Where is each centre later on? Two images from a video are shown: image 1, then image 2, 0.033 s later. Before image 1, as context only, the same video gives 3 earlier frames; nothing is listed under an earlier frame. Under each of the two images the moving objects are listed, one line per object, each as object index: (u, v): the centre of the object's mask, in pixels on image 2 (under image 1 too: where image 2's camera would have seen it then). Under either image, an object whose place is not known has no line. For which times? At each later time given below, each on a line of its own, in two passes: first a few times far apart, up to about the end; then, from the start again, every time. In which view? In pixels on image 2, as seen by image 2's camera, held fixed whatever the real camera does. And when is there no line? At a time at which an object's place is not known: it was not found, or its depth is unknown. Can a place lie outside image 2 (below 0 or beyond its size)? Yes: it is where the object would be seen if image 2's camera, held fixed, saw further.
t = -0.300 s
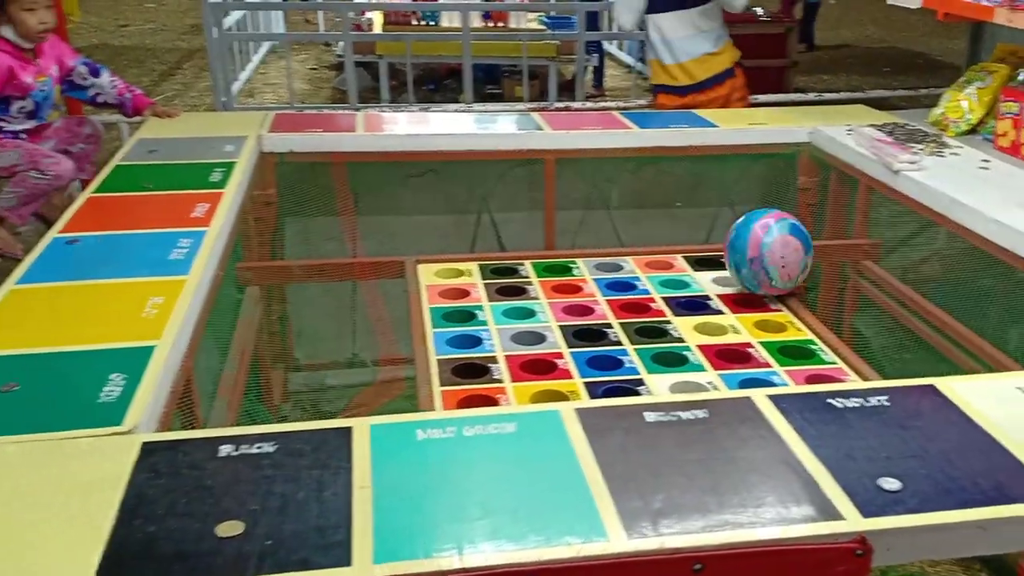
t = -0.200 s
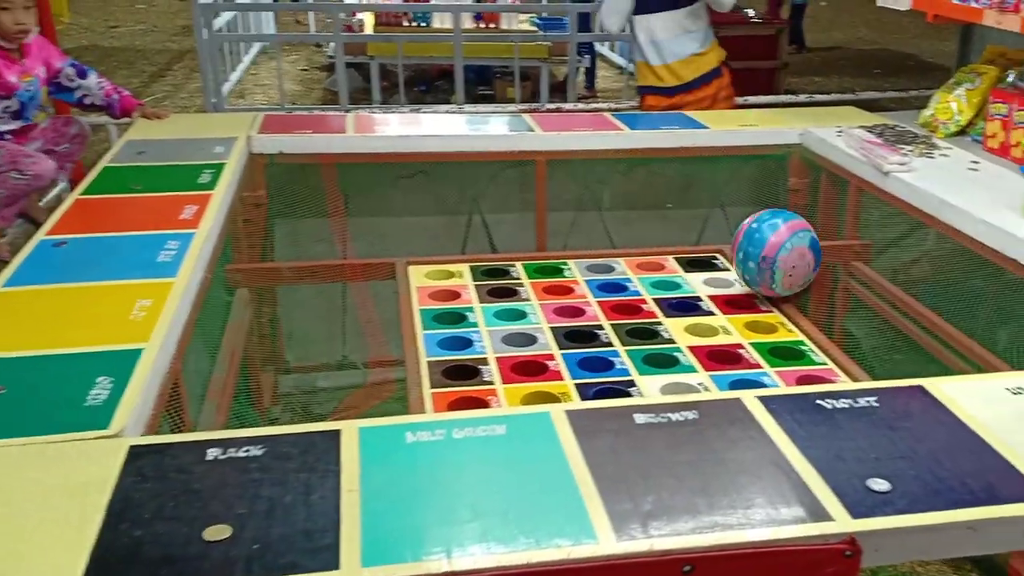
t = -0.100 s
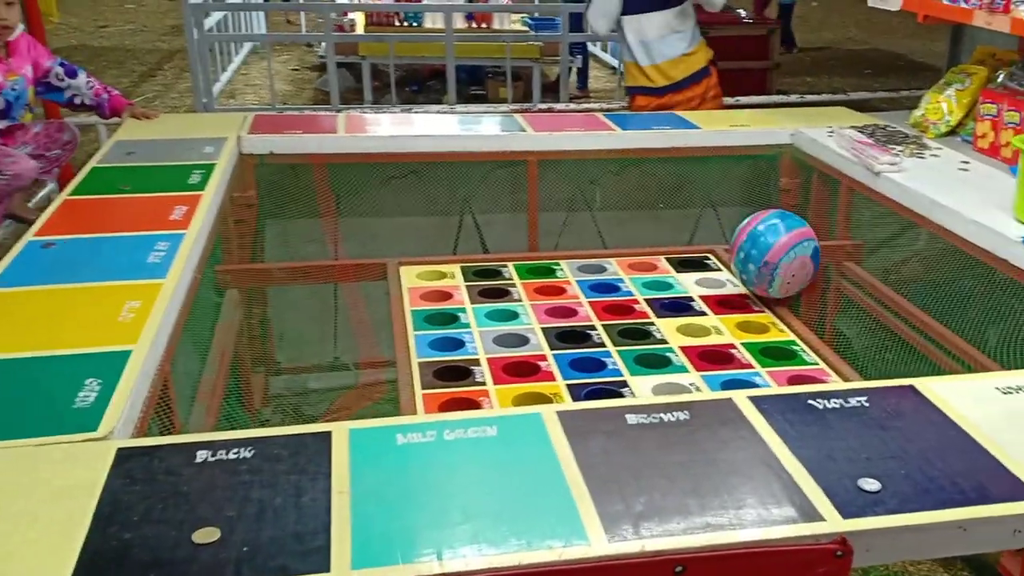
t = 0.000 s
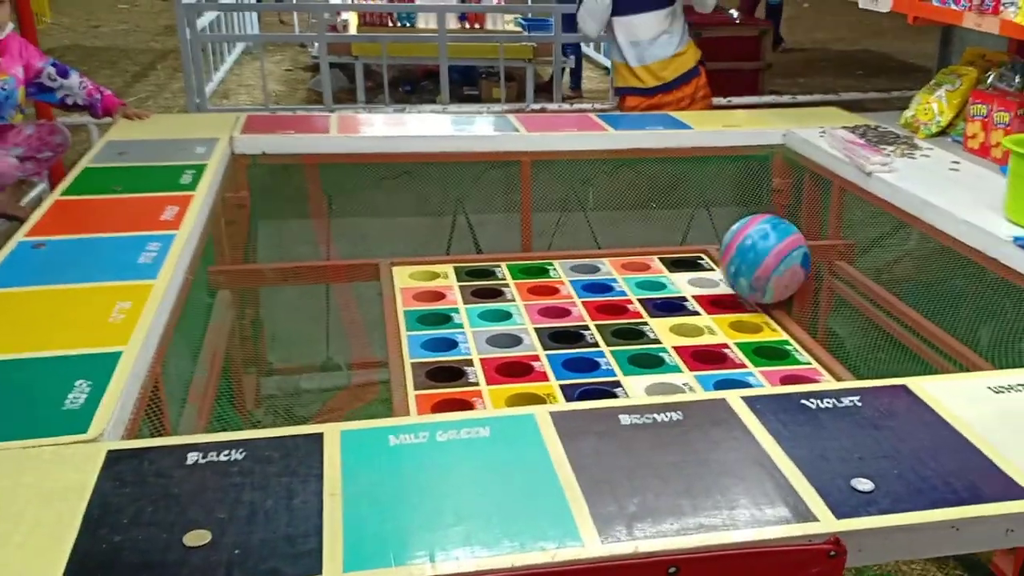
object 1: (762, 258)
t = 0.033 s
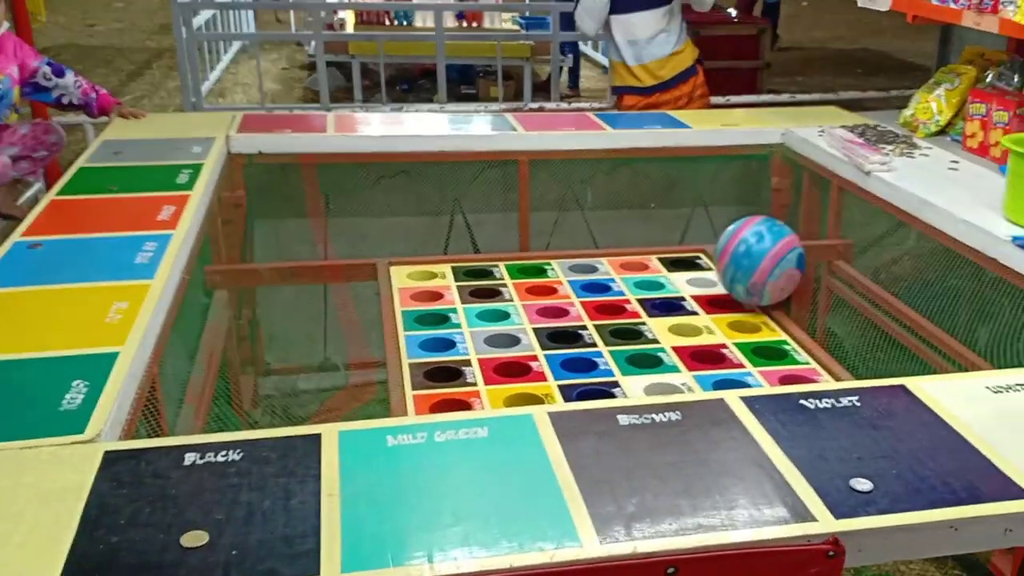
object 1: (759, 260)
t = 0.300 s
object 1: (713, 273)
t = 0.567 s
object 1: (666, 279)
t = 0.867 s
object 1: (619, 287)
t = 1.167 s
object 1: (580, 295)
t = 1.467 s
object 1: (536, 300)
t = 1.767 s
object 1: (481, 303)
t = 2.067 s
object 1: (426, 305)
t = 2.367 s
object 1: (423, 302)
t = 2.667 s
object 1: (466, 292)
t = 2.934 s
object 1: (497, 287)
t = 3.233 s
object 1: (526, 281)
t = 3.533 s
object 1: (548, 279)
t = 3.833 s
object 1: (570, 280)
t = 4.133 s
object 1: (593, 281)
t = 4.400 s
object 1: (614, 285)
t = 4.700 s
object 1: (640, 296)
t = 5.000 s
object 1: (667, 310)
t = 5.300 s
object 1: (698, 323)
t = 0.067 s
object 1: (755, 263)
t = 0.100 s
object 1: (750, 266)
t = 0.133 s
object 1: (744, 268)
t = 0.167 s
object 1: (737, 268)
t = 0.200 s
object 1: (731, 269)
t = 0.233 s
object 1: (725, 271)
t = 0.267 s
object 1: (719, 272)
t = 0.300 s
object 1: (713, 273)
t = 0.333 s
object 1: (707, 274)
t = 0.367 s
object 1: (701, 275)
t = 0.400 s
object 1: (694, 276)
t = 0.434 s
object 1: (689, 276)
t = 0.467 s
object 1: (683, 277)
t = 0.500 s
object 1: (677, 278)
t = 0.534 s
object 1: (671, 278)
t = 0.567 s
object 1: (666, 279)
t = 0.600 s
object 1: (660, 280)
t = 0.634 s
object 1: (655, 281)
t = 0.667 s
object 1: (649, 281)
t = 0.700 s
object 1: (644, 282)
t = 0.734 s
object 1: (639, 283)
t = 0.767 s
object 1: (634, 283)
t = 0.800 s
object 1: (629, 285)
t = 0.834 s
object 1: (623, 286)
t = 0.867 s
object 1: (619, 287)
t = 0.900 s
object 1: (614, 287)
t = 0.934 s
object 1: (610, 288)
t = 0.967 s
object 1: (606, 289)
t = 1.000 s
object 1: (601, 290)
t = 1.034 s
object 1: (597, 292)
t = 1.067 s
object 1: (593, 293)
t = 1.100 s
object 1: (589, 293)
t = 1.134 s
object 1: (585, 294)
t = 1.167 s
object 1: (580, 295)
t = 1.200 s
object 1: (576, 296)
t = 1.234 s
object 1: (572, 297)
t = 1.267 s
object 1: (567, 298)
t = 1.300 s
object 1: (562, 298)
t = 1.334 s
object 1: (557, 298)
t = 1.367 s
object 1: (551, 299)
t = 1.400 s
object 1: (546, 300)
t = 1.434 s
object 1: (541, 300)
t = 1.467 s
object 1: (536, 300)
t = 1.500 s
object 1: (530, 300)
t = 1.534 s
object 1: (524, 301)
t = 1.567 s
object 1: (518, 301)
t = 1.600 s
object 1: (512, 302)
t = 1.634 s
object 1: (506, 303)
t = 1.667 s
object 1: (500, 303)
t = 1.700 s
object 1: (494, 303)
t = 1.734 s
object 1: (487, 303)
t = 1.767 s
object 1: (481, 303)
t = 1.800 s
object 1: (475, 303)
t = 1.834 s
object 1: (469, 303)
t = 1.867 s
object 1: (463, 304)
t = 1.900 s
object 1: (457, 304)
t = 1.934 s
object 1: (451, 304)
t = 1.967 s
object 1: (444, 306)
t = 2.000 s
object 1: (438, 306)
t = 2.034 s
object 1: (432, 306)
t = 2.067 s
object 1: (426, 305)
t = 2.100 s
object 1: (420, 304)
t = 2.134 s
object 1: (416, 303)
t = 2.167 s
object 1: (413, 302)
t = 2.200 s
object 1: (412, 301)
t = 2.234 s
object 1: (412, 300)
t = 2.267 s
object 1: (413, 300)
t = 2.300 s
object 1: (415, 300)
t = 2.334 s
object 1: (418, 301)
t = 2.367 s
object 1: (423, 302)
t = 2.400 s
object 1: (429, 302)
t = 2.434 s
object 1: (435, 303)
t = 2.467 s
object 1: (440, 302)
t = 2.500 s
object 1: (445, 299)
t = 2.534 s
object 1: (449, 297)
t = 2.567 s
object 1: (453, 296)
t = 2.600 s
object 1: (457, 295)
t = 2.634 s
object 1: (461, 294)
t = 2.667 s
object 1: (466, 292)
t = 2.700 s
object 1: (469, 291)
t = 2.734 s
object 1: (474, 291)
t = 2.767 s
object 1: (477, 290)
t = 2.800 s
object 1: (482, 289)
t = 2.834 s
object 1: (486, 288)
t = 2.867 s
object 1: (490, 288)
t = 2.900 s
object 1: (494, 287)
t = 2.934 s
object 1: (497, 287)
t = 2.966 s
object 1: (500, 286)
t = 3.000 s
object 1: (504, 285)
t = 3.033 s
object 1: (508, 284)
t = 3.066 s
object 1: (512, 284)
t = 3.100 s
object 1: (515, 283)
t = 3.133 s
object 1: (518, 282)
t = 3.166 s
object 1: (521, 282)
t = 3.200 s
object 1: (524, 282)
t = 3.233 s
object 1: (526, 281)
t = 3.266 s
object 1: (529, 281)
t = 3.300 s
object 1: (531, 280)
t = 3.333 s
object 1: (534, 280)
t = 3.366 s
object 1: (536, 280)
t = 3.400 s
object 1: (539, 280)
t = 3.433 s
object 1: (541, 280)
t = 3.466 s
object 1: (544, 280)
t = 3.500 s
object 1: (546, 279)
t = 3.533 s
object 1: (548, 279)
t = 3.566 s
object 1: (550, 280)
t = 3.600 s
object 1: (553, 279)
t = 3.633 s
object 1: (555, 279)
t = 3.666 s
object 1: (557, 280)
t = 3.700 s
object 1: (559, 280)
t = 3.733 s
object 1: (562, 279)
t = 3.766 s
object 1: (565, 279)
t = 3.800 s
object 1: (567, 279)
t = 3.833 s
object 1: (570, 280)
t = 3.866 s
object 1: (572, 280)
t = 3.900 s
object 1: (575, 280)
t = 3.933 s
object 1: (577, 280)
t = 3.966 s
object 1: (580, 280)
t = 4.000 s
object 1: (582, 281)
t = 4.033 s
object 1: (585, 281)
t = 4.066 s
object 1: (588, 281)
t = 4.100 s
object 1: (591, 281)
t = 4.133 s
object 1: (593, 281)
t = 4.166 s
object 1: (596, 282)
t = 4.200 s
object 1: (598, 282)
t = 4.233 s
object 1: (601, 282)
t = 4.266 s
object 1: (603, 283)
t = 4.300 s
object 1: (606, 284)
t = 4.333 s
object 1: (608, 284)
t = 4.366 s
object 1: (611, 284)
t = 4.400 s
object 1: (614, 285)
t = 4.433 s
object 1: (617, 286)
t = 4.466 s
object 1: (620, 288)
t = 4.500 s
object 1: (624, 290)
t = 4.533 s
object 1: (627, 292)
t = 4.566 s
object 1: (631, 293)
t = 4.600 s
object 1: (633, 293)
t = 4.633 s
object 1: (636, 294)
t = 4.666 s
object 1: (638, 295)
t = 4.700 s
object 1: (640, 296)
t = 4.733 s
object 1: (643, 297)
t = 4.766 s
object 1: (645, 299)
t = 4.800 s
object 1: (648, 300)
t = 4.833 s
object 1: (651, 302)
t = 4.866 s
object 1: (654, 303)
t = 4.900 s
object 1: (657, 305)
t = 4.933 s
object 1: (661, 307)
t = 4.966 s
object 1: (664, 308)
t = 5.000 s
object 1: (667, 310)
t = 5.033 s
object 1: (671, 311)
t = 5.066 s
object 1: (674, 313)
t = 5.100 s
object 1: (678, 314)
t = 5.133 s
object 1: (681, 316)
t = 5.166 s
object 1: (685, 317)
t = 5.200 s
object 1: (688, 319)
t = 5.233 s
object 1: (691, 320)
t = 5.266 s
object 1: (695, 321)
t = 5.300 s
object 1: (698, 323)
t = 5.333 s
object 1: (701, 324)
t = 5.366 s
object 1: (704, 326)
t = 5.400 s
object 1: (707, 327)
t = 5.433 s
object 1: (710, 329)
